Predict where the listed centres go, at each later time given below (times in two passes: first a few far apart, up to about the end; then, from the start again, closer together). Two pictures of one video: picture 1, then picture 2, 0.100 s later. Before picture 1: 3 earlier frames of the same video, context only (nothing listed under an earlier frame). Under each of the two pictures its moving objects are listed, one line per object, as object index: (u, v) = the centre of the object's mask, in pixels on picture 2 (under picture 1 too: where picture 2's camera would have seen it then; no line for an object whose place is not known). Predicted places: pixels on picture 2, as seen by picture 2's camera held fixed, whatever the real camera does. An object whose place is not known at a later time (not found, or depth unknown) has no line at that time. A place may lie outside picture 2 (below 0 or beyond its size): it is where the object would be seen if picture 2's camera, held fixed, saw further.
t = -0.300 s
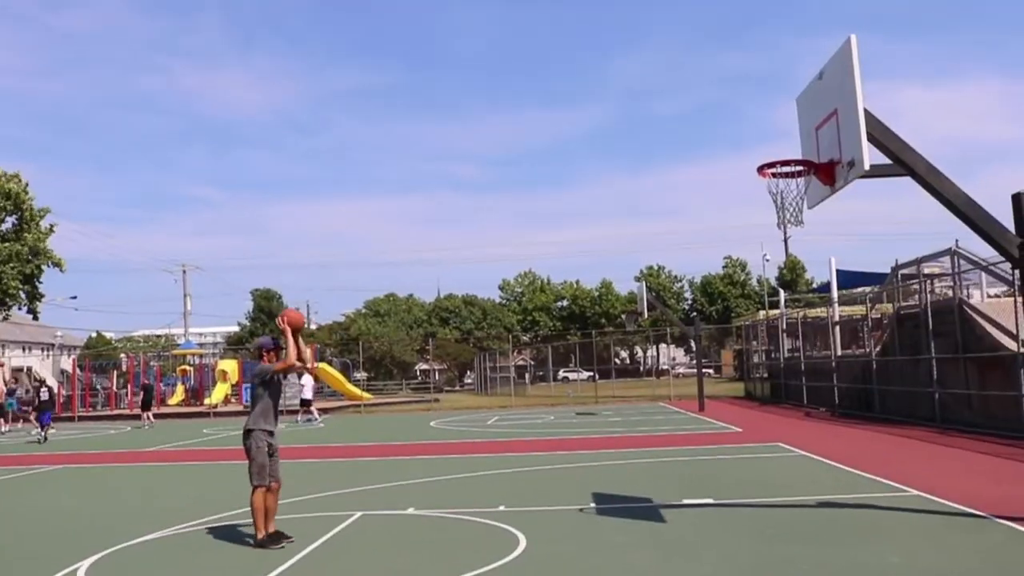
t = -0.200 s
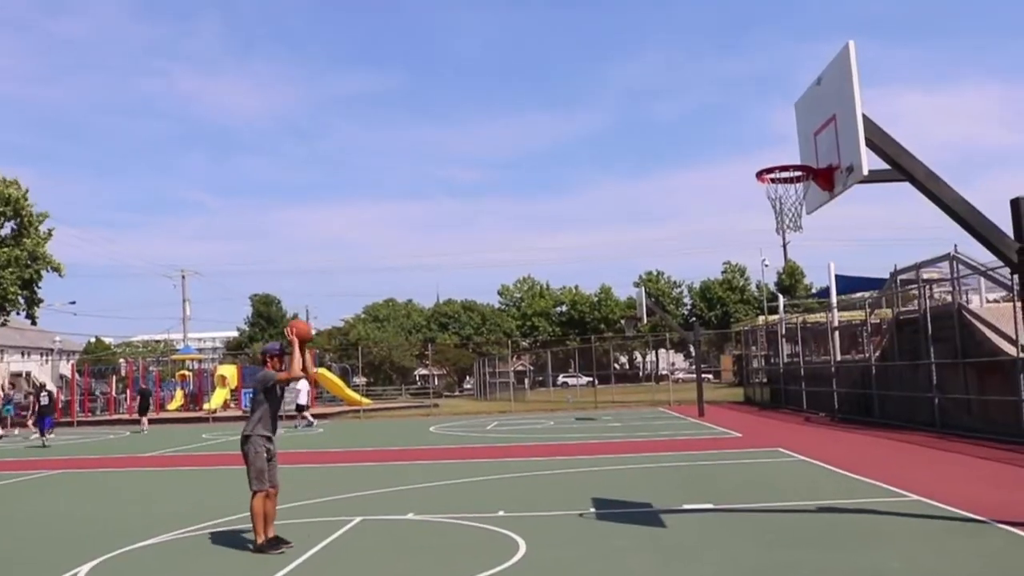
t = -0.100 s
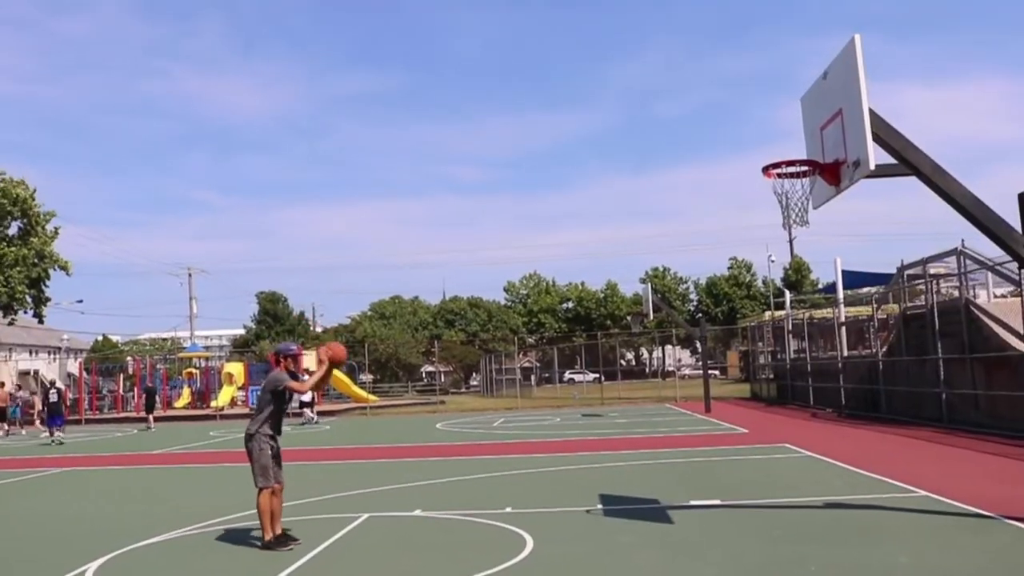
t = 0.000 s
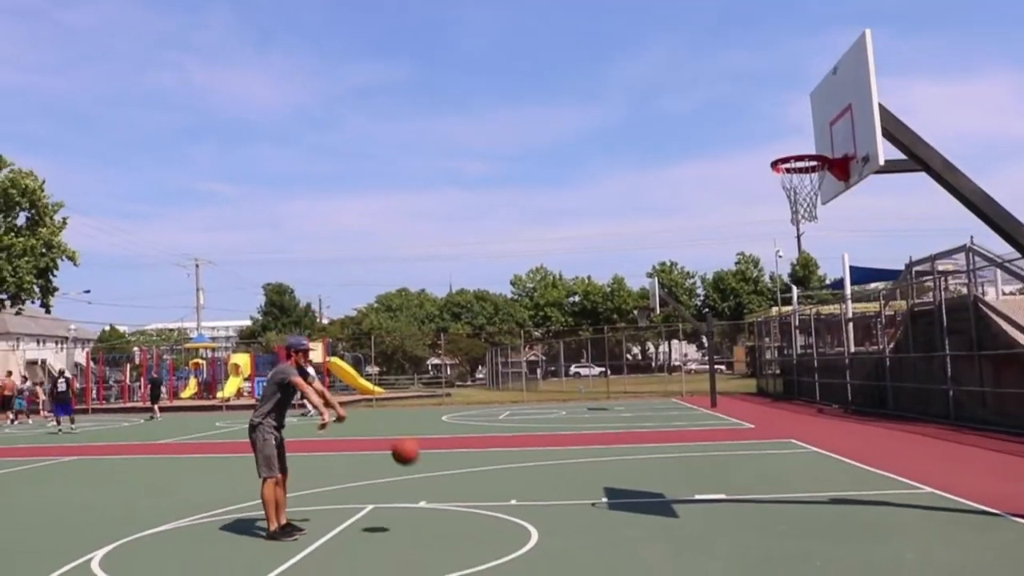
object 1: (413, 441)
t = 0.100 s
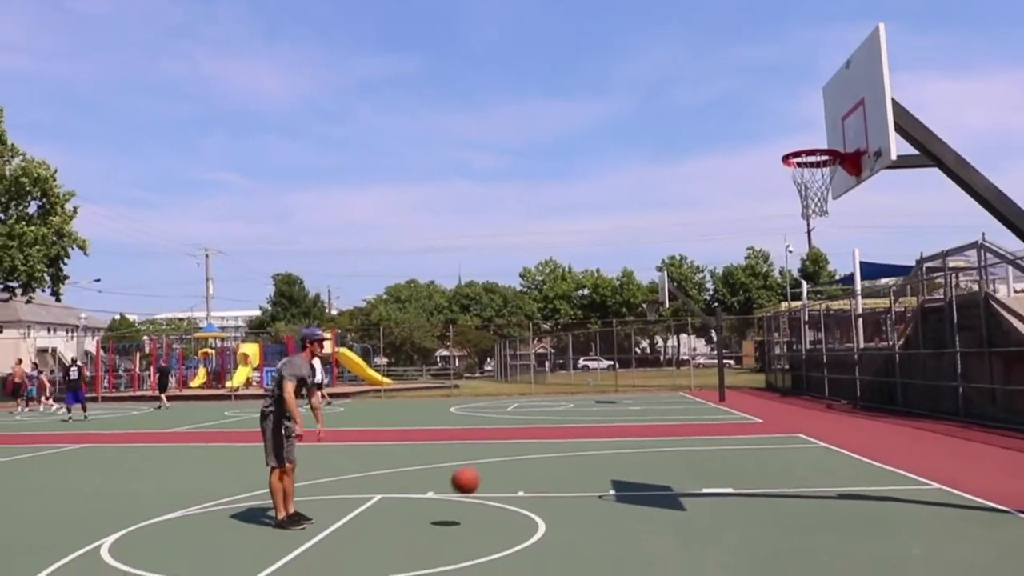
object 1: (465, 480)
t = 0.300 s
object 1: (528, 306)
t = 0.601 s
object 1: (622, 141)
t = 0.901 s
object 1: (719, 79)
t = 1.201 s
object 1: (818, 118)
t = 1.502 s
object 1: (799, 143)
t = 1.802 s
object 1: (820, 139)
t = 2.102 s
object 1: (824, 182)
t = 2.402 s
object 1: (804, 248)
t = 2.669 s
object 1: (790, 384)
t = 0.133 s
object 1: (475, 449)
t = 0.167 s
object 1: (486, 418)
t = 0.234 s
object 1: (507, 359)
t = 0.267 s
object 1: (518, 332)
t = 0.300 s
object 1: (528, 306)
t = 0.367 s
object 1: (548, 261)
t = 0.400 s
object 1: (558, 240)
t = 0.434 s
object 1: (568, 220)
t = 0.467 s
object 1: (578, 202)
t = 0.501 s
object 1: (589, 184)
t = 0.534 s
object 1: (600, 168)
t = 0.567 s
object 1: (611, 154)
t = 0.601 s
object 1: (622, 141)
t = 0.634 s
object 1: (633, 129)
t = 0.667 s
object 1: (644, 119)
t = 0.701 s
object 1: (654, 109)
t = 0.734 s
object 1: (664, 102)
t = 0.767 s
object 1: (675, 95)
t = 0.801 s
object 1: (687, 89)
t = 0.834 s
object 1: (697, 84)
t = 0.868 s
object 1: (708, 81)
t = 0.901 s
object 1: (719, 79)
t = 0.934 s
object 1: (729, 79)
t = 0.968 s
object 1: (740, 79)
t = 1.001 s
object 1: (751, 80)
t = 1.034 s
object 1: (762, 83)
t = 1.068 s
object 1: (772, 86)
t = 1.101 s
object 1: (783, 92)
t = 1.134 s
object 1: (795, 100)
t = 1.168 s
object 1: (806, 108)
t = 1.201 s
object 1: (818, 118)
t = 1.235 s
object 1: (829, 128)
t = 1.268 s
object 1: (838, 140)
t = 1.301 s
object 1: (830, 143)
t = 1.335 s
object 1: (822, 141)
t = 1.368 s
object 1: (814, 142)
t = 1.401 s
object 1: (807, 143)
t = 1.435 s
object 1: (798, 147)
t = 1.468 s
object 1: (797, 147)
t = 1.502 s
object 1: (799, 143)
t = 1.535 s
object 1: (802, 141)
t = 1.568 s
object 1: (805, 139)
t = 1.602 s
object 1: (808, 140)
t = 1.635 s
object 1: (810, 137)
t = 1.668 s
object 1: (812, 136)
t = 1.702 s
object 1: (814, 136)
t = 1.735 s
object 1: (816, 136)
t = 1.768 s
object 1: (818, 138)
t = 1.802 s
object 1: (820, 139)
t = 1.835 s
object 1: (821, 139)
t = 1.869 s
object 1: (822, 140)
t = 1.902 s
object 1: (822, 142)
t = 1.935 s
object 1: (823, 144)
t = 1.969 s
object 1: (824, 148)
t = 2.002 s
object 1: (819, 164)
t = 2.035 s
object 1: (824, 169)
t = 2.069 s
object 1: (825, 175)
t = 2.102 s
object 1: (824, 182)
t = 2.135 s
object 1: (822, 188)
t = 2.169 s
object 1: (820, 194)
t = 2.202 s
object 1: (818, 198)
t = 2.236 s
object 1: (814, 204)
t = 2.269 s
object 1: (813, 210)
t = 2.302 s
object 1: (810, 220)
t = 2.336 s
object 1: (808, 227)
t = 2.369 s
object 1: (806, 237)
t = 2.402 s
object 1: (804, 248)
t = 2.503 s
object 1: (798, 290)
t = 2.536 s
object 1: (796, 307)
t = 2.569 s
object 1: (794, 324)
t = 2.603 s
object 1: (792, 343)
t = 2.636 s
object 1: (791, 363)
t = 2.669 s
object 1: (790, 384)
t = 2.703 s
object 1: (787, 407)
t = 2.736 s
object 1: (786, 431)
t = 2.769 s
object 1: (784, 457)
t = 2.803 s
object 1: (782, 483)
